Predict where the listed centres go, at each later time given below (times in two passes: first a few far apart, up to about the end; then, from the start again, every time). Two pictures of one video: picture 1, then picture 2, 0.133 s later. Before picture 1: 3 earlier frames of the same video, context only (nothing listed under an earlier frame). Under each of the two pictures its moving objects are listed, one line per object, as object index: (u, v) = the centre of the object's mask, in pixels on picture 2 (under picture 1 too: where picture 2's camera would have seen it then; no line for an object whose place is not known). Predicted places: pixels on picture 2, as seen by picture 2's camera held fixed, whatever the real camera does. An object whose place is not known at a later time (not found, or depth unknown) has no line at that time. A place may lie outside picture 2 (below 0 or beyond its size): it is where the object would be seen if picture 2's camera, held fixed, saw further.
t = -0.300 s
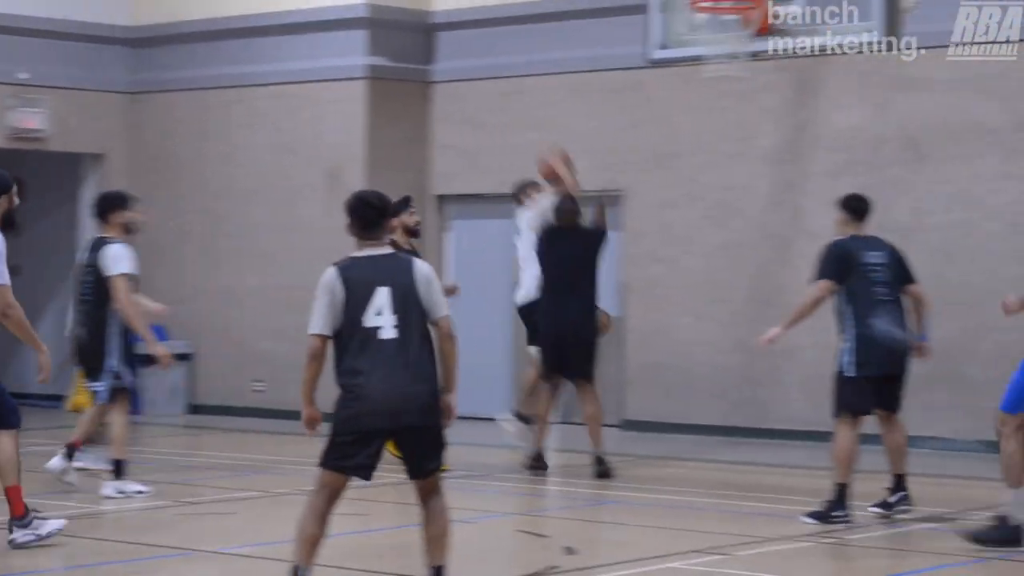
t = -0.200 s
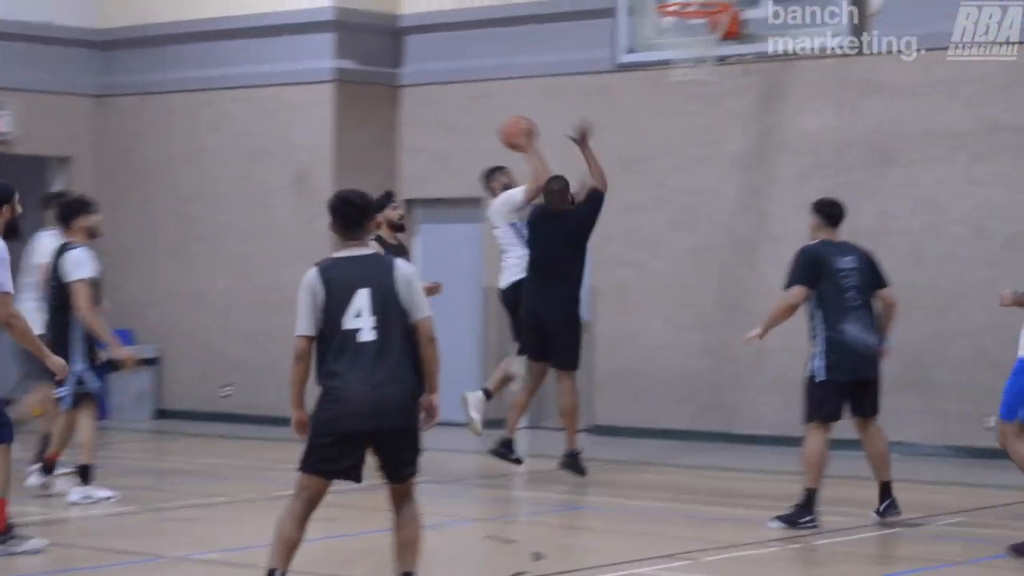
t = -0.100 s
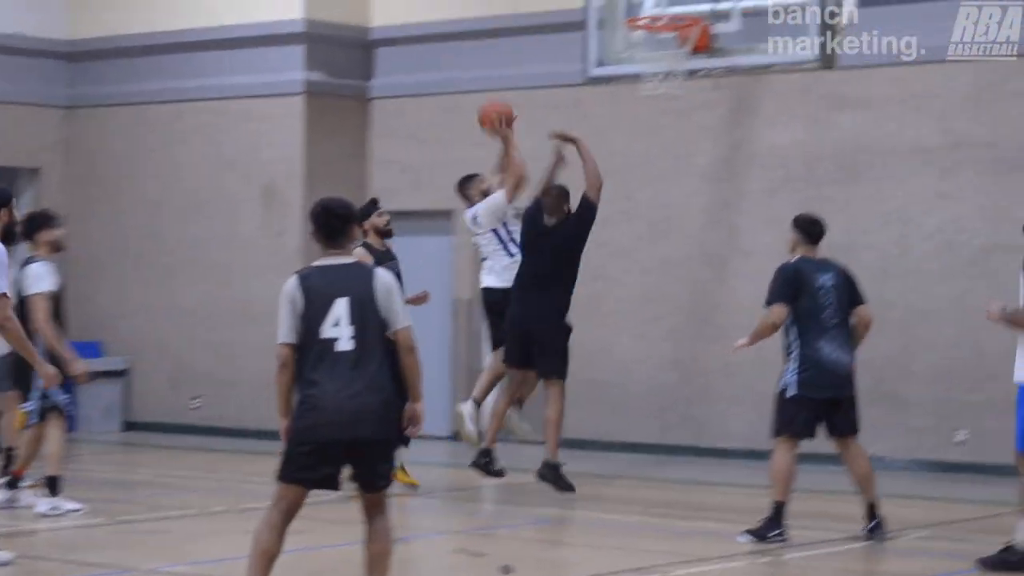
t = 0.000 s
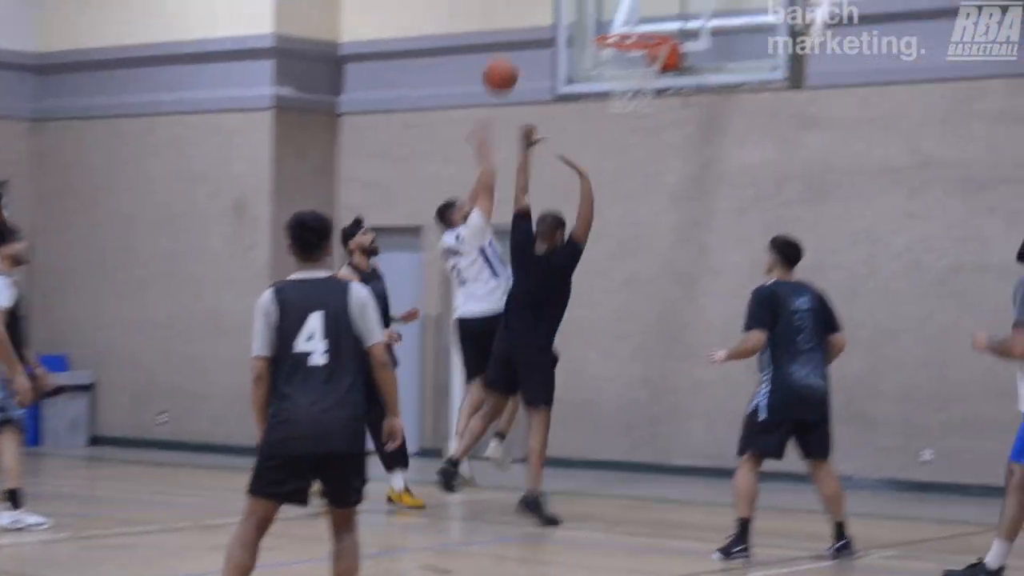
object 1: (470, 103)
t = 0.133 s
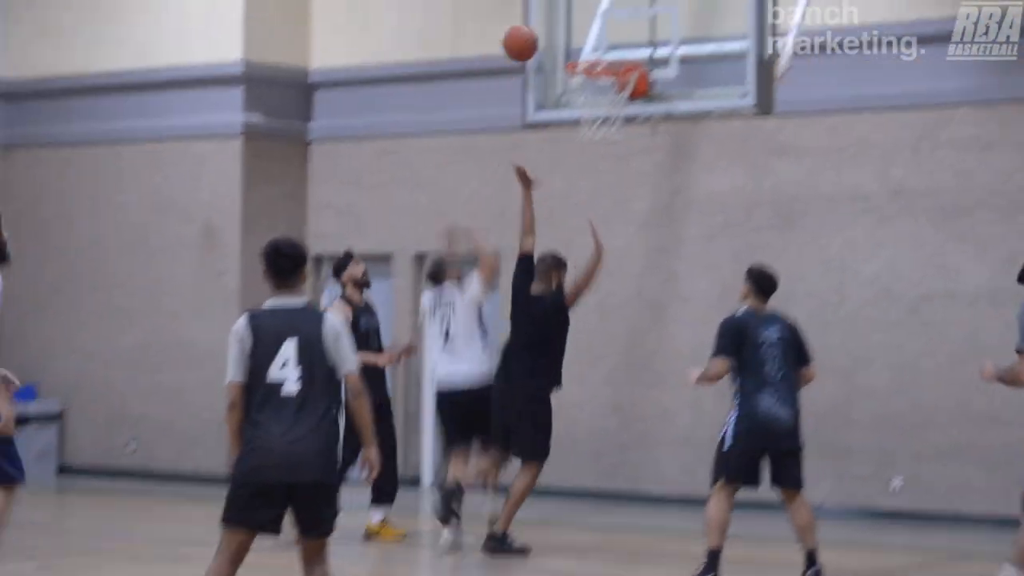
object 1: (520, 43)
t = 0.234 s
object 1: (558, 15)
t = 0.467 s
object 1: (594, 23)
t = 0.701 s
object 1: (609, 101)
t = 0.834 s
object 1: (599, 130)
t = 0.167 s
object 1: (533, 32)
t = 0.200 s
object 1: (545, 22)
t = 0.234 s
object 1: (558, 15)
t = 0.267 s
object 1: (571, 9)
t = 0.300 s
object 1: (578, 7)
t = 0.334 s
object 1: (581, 6)
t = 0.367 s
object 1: (584, 8)
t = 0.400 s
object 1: (587, 11)
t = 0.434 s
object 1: (590, 17)
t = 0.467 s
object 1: (594, 23)
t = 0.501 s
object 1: (597, 31)
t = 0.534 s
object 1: (601, 41)
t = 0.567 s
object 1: (605, 52)
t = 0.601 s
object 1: (610, 56)
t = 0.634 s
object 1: (610, 83)
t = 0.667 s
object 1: (610, 90)
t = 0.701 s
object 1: (609, 101)
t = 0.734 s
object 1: (607, 104)
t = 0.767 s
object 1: (605, 112)
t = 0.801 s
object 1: (602, 122)
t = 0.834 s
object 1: (599, 130)
